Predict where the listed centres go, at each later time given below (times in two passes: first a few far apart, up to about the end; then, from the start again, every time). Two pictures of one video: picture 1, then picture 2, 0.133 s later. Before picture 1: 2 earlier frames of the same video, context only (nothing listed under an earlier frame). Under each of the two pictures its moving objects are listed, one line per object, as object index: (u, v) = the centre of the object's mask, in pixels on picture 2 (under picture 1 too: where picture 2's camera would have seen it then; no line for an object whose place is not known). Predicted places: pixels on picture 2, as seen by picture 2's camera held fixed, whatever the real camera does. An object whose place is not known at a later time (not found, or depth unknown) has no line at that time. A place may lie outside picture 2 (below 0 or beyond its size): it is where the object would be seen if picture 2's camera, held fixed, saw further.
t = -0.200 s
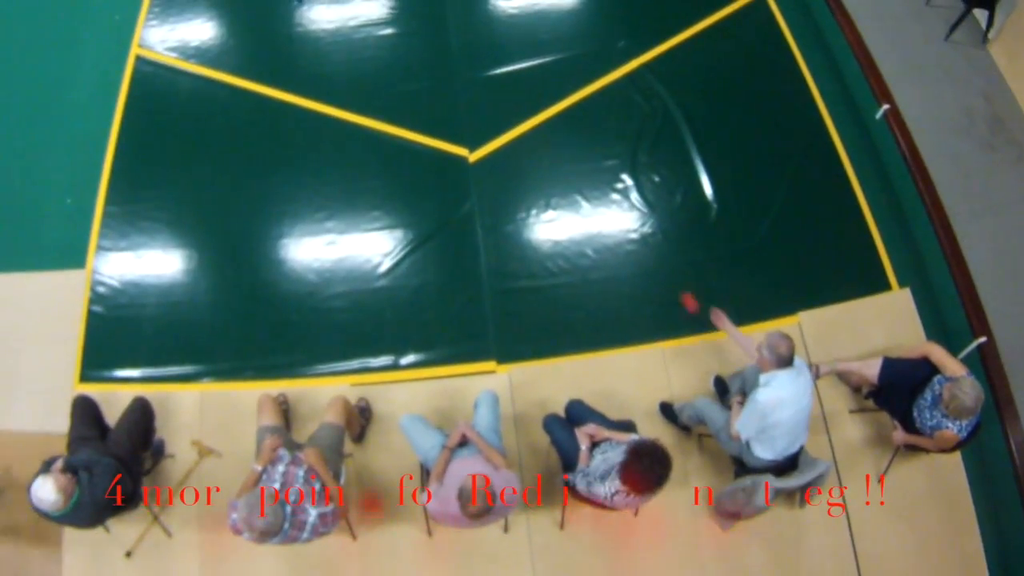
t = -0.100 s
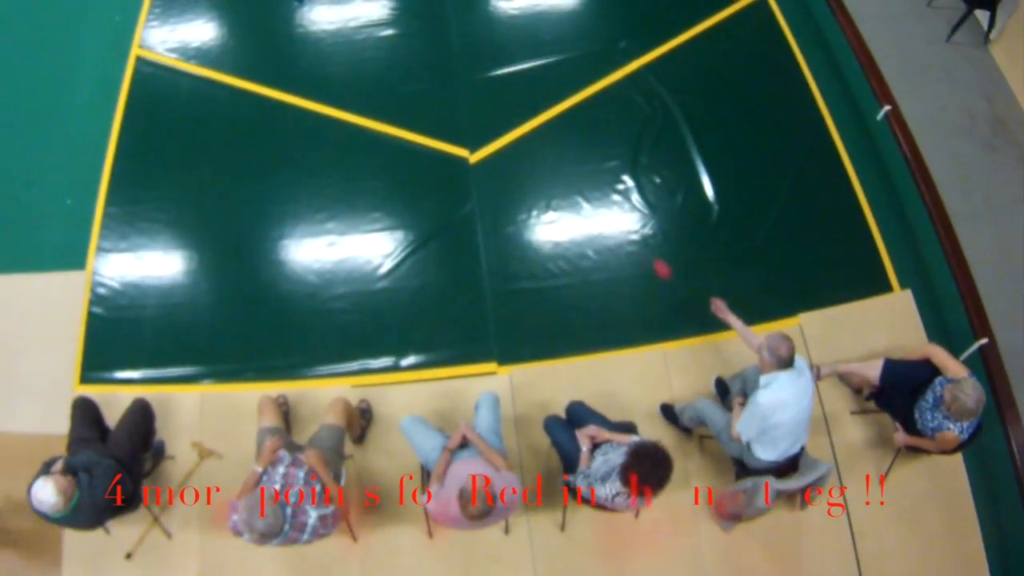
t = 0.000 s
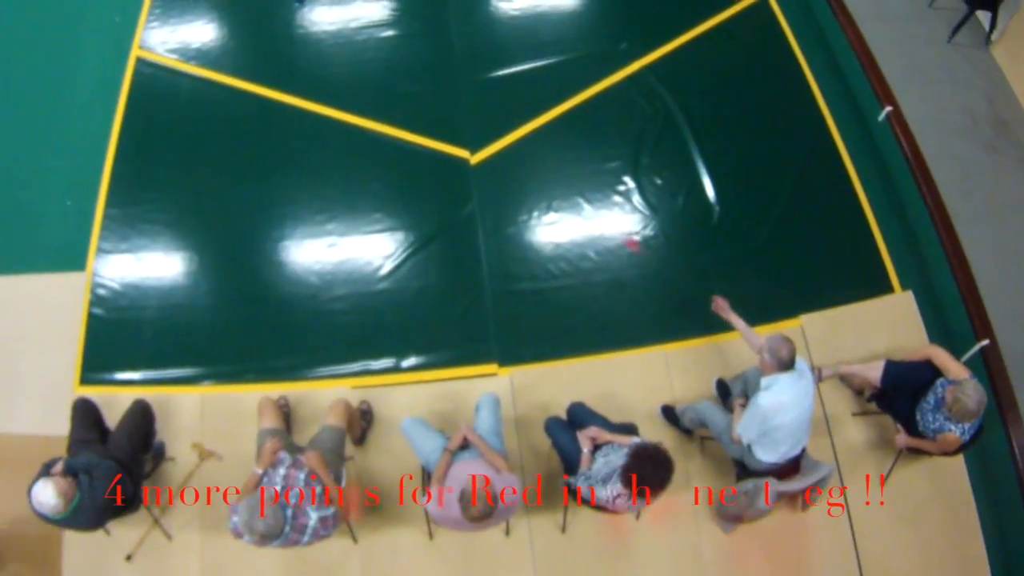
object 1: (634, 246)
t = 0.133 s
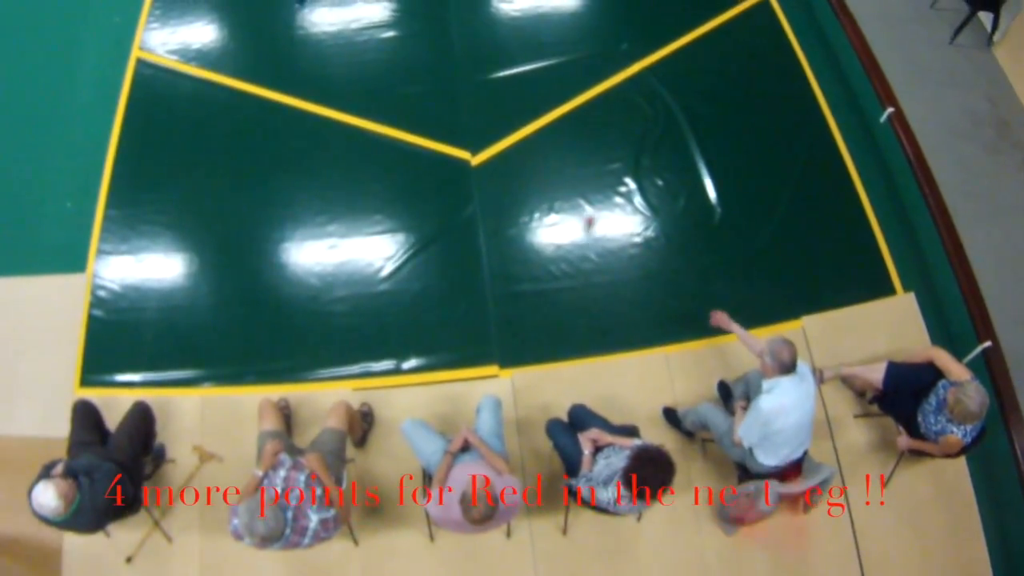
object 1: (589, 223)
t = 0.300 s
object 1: (558, 188)
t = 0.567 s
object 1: (514, 153)
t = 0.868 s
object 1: (473, 116)
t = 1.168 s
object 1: (438, 84)
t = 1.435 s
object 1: (411, 61)
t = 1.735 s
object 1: (384, 39)
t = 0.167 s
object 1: (581, 217)
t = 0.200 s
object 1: (576, 211)
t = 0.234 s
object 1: (571, 199)
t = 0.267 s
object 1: (565, 193)
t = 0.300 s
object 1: (558, 188)
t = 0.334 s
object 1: (552, 183)
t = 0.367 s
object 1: (546, 181)
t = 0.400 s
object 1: (540, 177)
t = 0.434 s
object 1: (534, 172)
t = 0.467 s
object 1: (529, 167)
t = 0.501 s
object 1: (524, 161)
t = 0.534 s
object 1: (520, 157)
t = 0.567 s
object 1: (514, 153)
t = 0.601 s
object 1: (511, 150)
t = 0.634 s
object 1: (504, 144)
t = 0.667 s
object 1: (500, 139)
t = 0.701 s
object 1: (495, 134)
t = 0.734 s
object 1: (491, 130)
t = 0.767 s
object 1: (486, 127)
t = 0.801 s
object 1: (482, 123)
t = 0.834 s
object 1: (478, 119)
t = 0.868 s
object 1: (473, 116)
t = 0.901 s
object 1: (469, 111)
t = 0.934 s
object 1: (465, 108)
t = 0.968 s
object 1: (461, 104)
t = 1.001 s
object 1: (457, 101)
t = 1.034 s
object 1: (453, 98)
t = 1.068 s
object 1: (449, 94)
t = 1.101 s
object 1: (445, 91)
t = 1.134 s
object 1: (441, 87)
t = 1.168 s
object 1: (438, 84)
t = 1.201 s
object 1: (434, 81)
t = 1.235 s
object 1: (431, 78)
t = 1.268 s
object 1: (427, 75)
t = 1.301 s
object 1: (424, 72)
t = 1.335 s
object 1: (421, 69)
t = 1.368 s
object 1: (417, 66)
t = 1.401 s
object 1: (414, 64)
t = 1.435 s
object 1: (411, 61)
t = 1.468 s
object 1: (408, 57)
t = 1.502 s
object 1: (404, 55)
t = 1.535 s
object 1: (402, 53)
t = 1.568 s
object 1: (399, 50)
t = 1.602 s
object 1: (396, 47)
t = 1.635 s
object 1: (393, 45)
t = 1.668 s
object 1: (390, 43)
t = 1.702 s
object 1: (387, 41)
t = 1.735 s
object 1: (384, 39)
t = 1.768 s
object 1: (382, 37)
